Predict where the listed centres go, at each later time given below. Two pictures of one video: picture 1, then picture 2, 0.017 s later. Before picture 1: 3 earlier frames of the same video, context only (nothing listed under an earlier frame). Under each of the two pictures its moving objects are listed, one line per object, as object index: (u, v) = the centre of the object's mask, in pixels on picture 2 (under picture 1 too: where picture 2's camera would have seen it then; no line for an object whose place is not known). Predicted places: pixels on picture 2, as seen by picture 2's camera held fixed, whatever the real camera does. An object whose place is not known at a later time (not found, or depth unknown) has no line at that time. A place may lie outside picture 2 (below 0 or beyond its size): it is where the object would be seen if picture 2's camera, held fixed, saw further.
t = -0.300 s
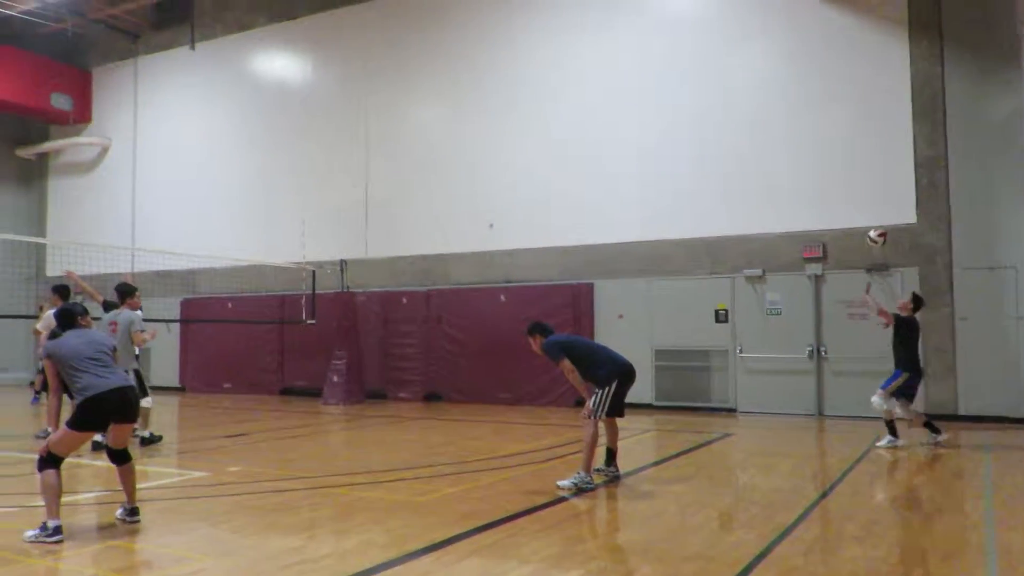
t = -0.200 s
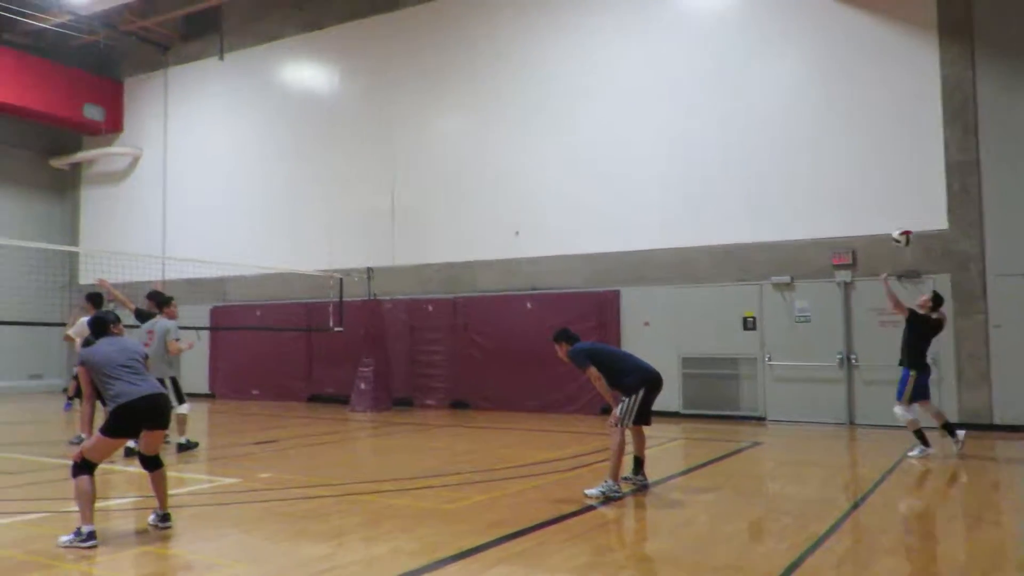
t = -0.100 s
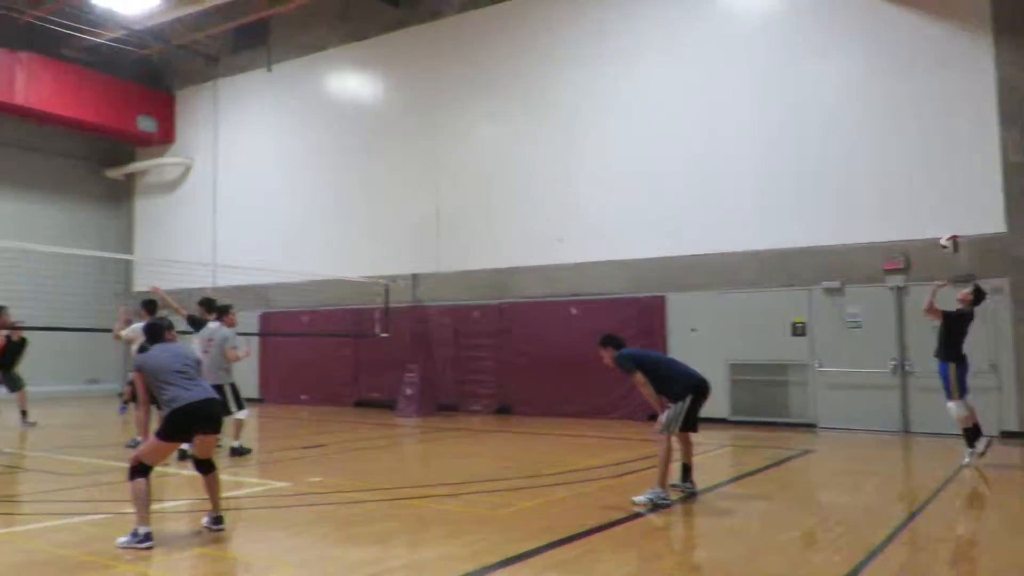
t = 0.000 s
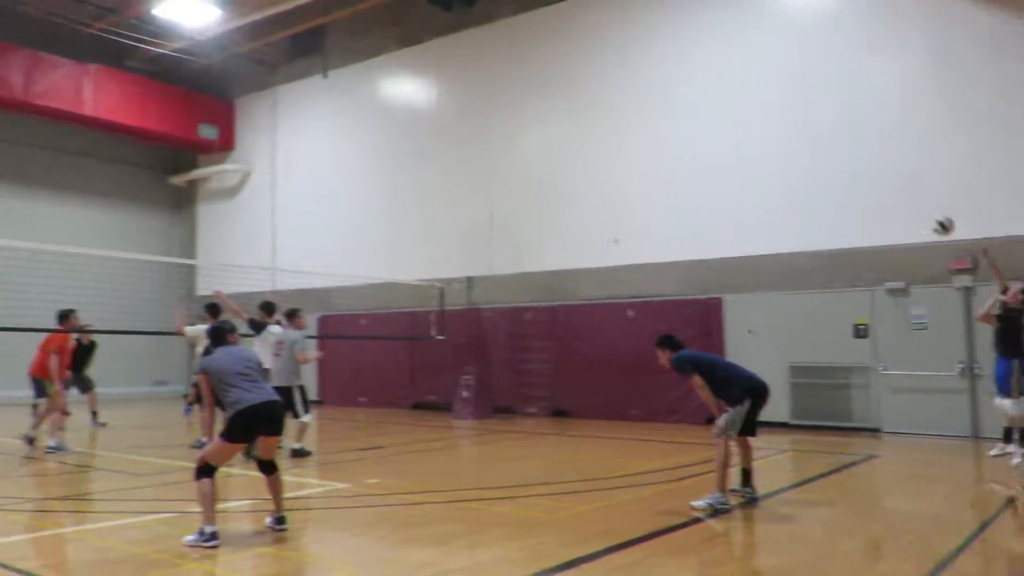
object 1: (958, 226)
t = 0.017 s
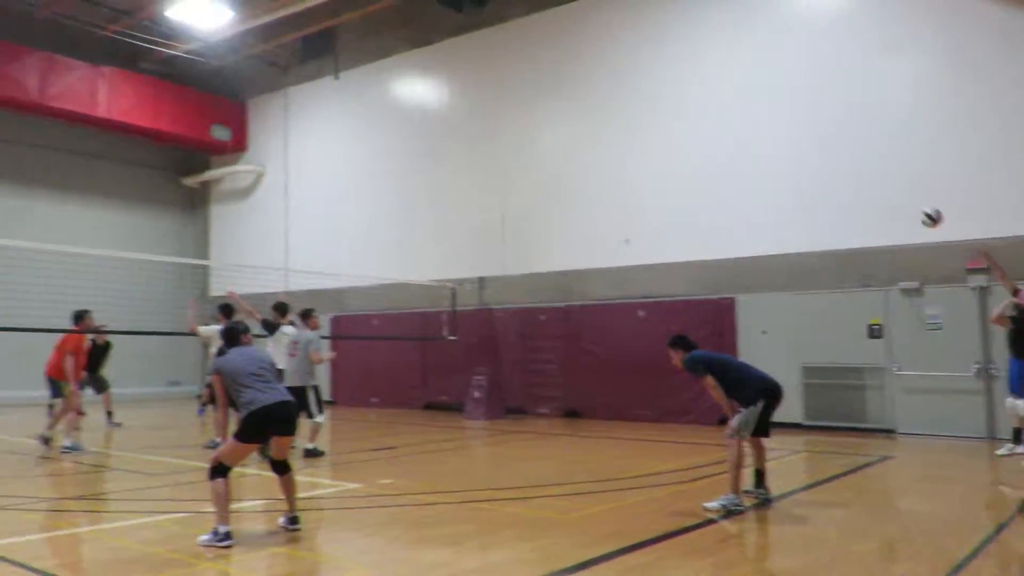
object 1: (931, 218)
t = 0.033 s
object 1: (906, 210)
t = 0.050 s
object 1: (882, 204)
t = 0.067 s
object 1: (857, 199)
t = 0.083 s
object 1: (834, 193)
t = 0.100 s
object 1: (811, 188)
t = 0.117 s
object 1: (790, 183)
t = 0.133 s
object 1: (768, 178)
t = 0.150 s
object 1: (747, 174)
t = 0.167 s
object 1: (727, 170)
